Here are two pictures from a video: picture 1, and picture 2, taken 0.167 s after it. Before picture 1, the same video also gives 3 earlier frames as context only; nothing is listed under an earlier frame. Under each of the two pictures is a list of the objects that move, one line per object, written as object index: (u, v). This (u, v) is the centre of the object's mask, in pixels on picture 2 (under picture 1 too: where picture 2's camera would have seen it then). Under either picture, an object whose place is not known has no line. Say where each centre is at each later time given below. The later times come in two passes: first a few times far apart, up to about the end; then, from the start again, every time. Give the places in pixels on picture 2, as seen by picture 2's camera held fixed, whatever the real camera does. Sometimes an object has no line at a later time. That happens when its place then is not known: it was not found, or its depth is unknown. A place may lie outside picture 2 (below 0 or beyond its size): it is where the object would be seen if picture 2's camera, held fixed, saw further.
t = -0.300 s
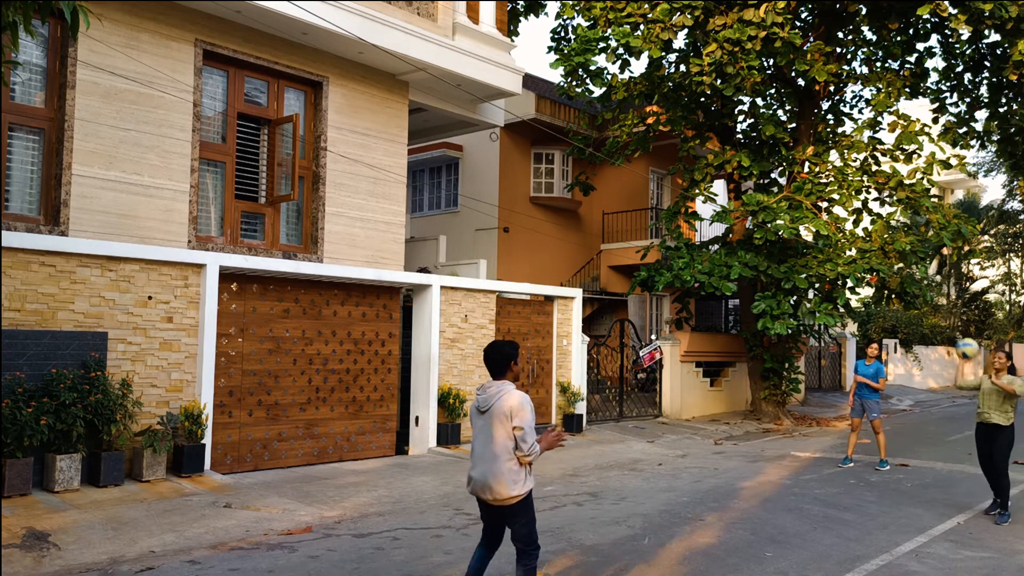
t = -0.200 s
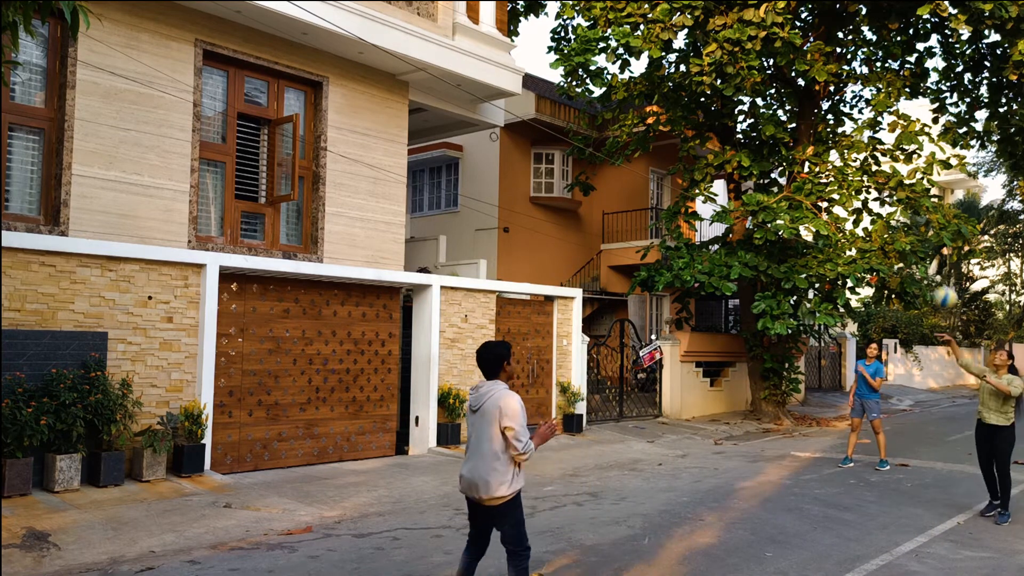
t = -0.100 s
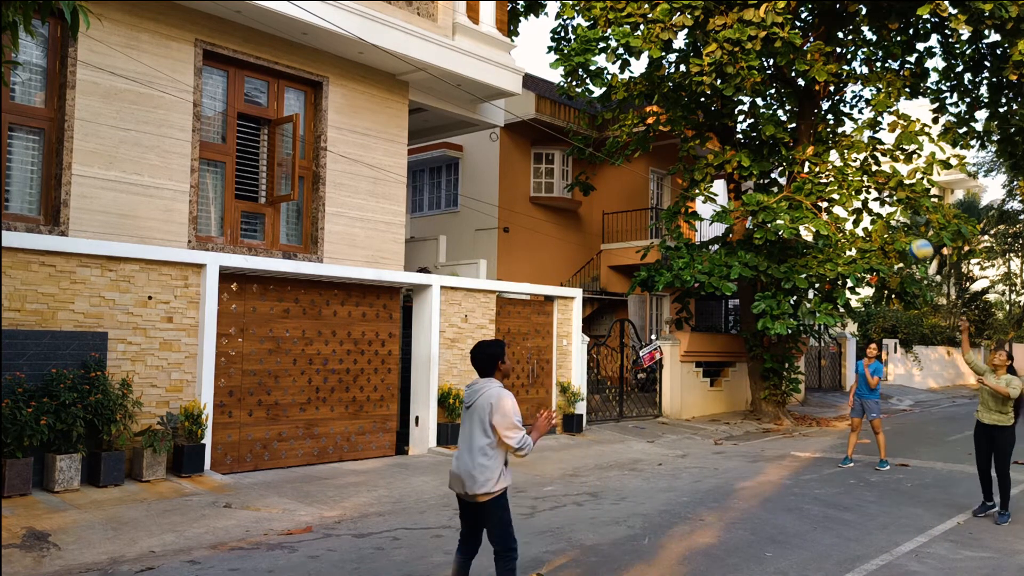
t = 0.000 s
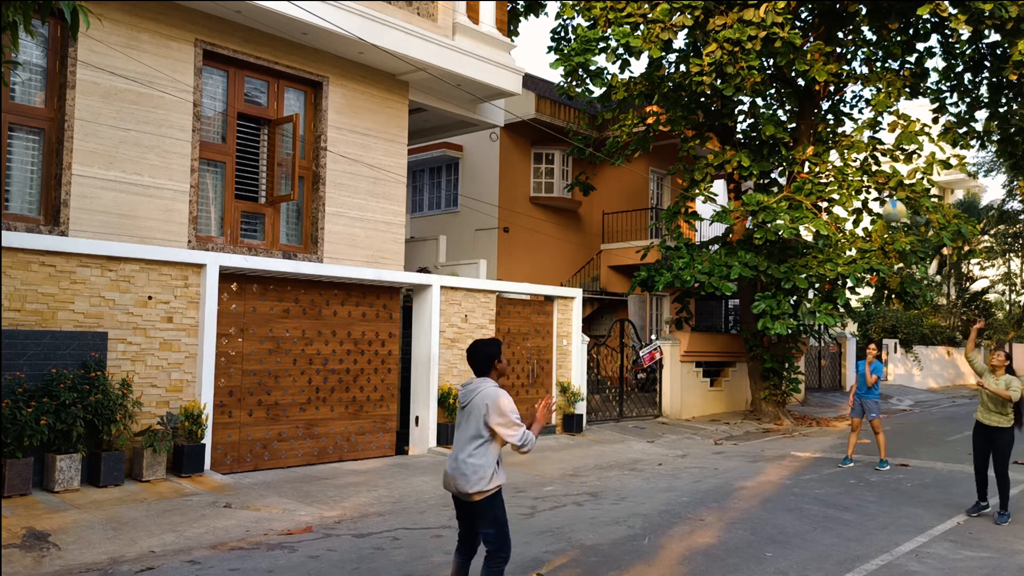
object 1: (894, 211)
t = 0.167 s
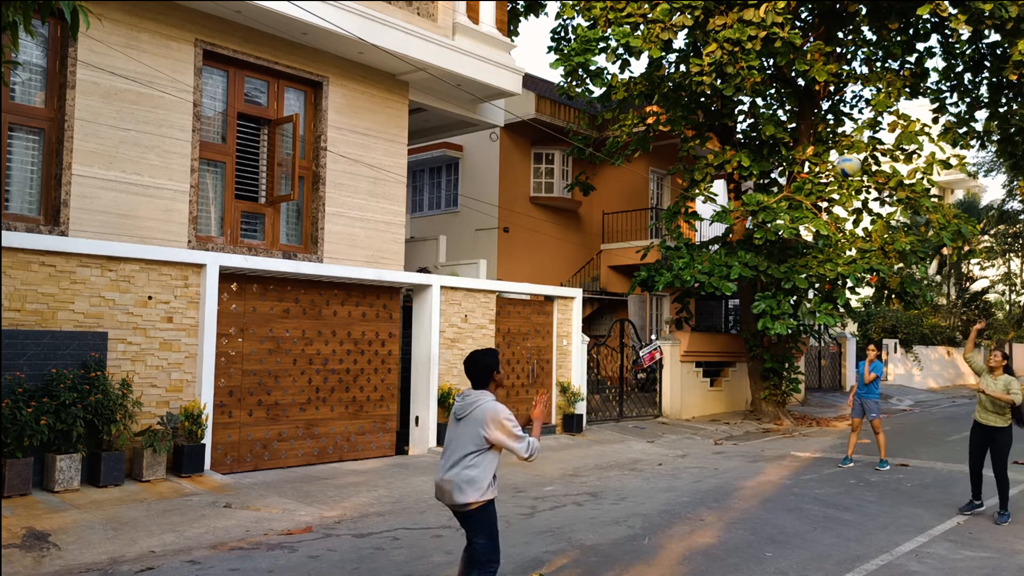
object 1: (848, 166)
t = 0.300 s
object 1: (810, 149)
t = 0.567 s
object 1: (725, 178)
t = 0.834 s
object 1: (629, 302)
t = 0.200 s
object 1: (838, 160)
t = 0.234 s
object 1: (828, 155)
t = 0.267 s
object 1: (818, 152)
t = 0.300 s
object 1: (810, 149)
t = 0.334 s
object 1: (800, 148)
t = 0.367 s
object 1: (789, 149)
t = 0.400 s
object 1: (779, 151)
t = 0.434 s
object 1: (768, 154)
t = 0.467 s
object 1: (758, 158)
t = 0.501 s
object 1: (747, 164)
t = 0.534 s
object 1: (736, 170)
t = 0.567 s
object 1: (725, 178)
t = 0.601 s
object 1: (713, 188)
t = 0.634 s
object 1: (702, 199)
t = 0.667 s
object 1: (689, 212)
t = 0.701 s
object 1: (678, 226)
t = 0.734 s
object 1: (667, 242)
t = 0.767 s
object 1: (655, 260)
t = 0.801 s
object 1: (642, 279)
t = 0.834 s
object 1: (629, 302)
